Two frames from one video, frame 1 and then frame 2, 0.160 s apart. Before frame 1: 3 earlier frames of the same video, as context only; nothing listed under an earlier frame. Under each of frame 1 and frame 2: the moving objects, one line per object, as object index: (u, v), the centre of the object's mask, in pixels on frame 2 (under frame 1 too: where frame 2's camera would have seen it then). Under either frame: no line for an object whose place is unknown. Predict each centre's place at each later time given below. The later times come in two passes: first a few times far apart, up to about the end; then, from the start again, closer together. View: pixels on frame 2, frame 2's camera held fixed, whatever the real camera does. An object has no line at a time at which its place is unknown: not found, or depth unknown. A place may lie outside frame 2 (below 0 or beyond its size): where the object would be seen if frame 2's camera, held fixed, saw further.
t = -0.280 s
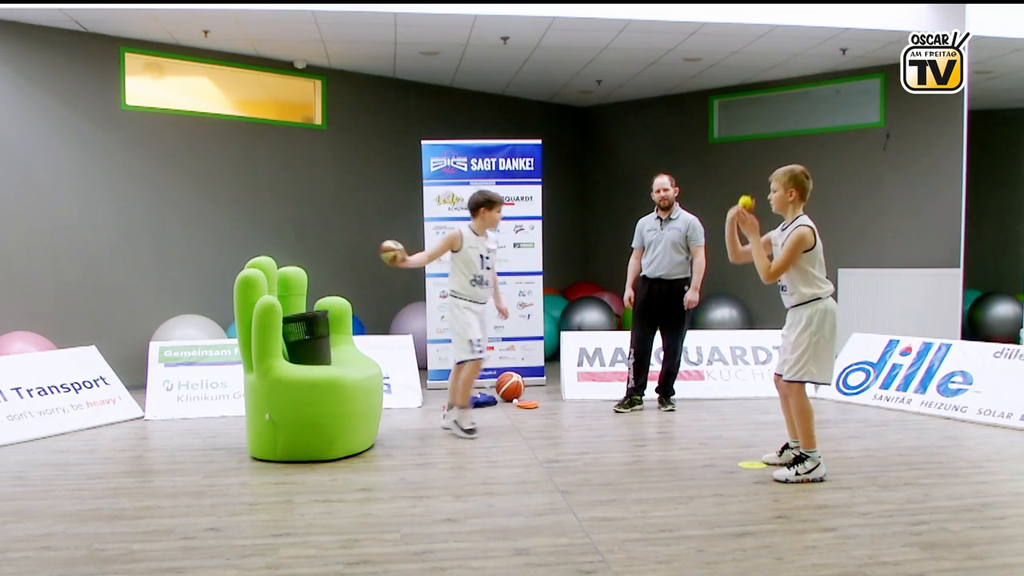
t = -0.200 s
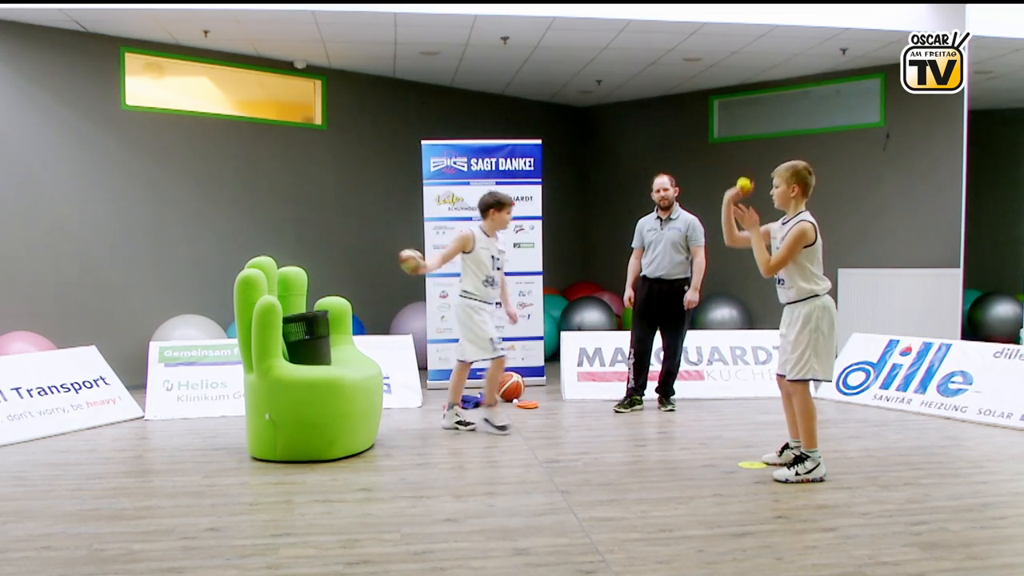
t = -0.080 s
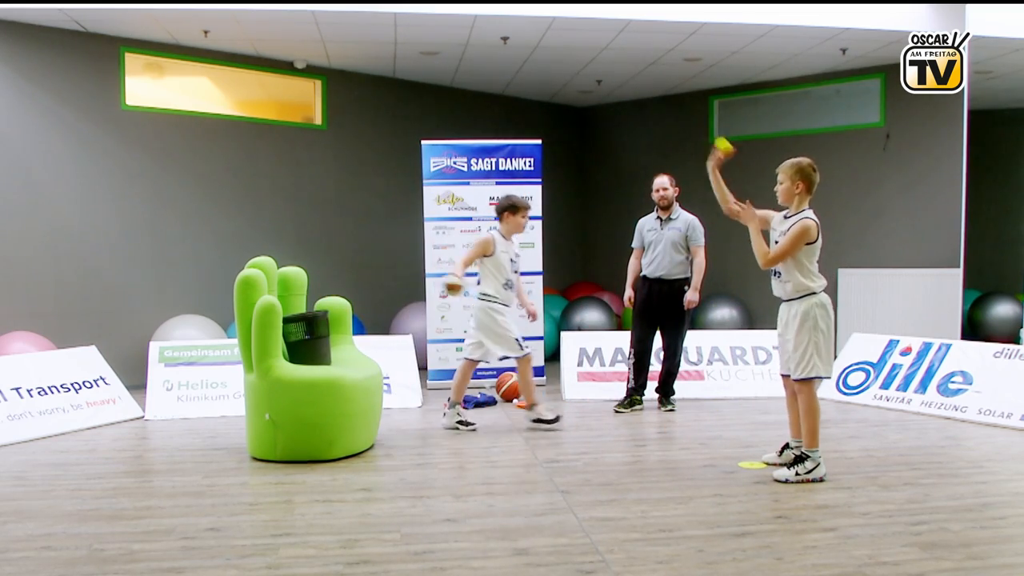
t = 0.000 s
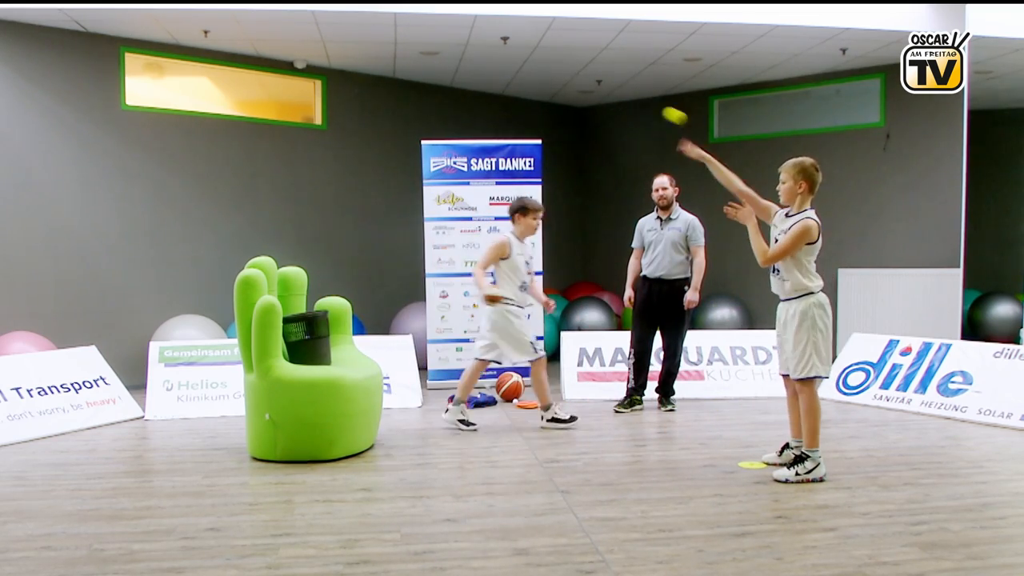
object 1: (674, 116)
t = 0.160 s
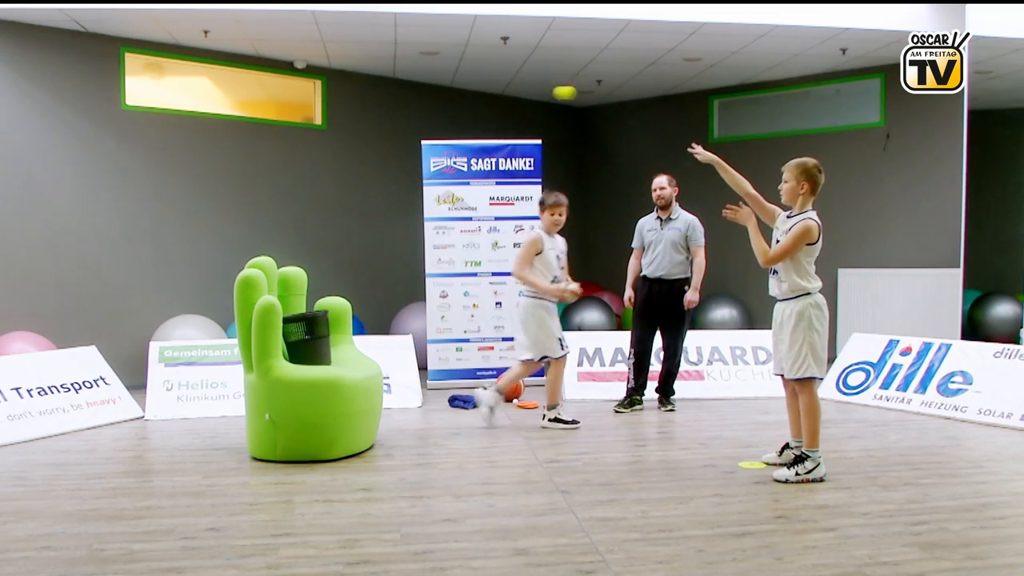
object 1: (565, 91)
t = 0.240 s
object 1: (512, 99)
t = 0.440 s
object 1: (387, 166)
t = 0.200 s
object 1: (538, 94)
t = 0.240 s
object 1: (512, 99)
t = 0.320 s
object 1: (461, 118)
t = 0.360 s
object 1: (436, 131)
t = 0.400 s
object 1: (411, 148)
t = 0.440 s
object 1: (387, 166)
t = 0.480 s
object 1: (364, 188)
